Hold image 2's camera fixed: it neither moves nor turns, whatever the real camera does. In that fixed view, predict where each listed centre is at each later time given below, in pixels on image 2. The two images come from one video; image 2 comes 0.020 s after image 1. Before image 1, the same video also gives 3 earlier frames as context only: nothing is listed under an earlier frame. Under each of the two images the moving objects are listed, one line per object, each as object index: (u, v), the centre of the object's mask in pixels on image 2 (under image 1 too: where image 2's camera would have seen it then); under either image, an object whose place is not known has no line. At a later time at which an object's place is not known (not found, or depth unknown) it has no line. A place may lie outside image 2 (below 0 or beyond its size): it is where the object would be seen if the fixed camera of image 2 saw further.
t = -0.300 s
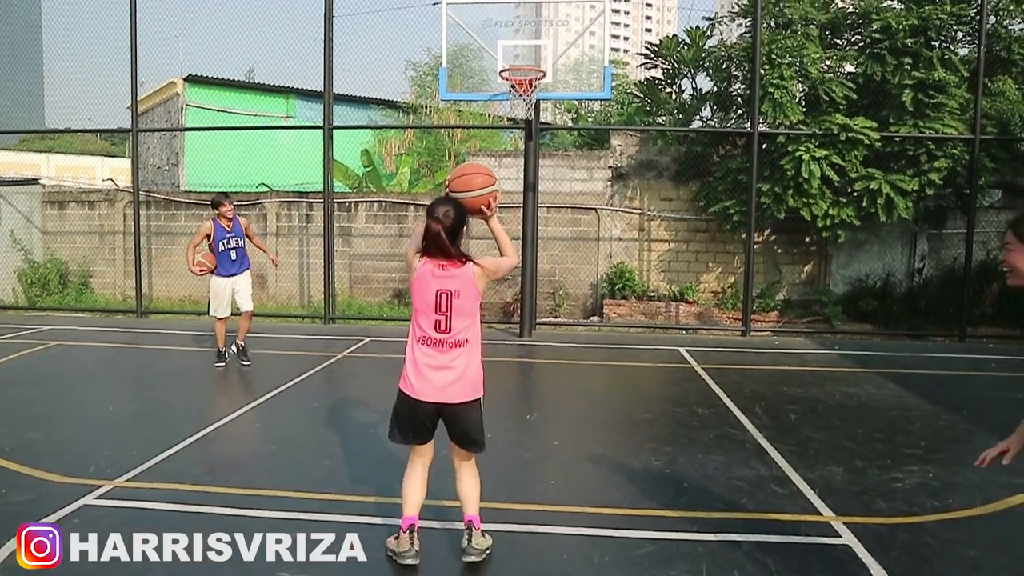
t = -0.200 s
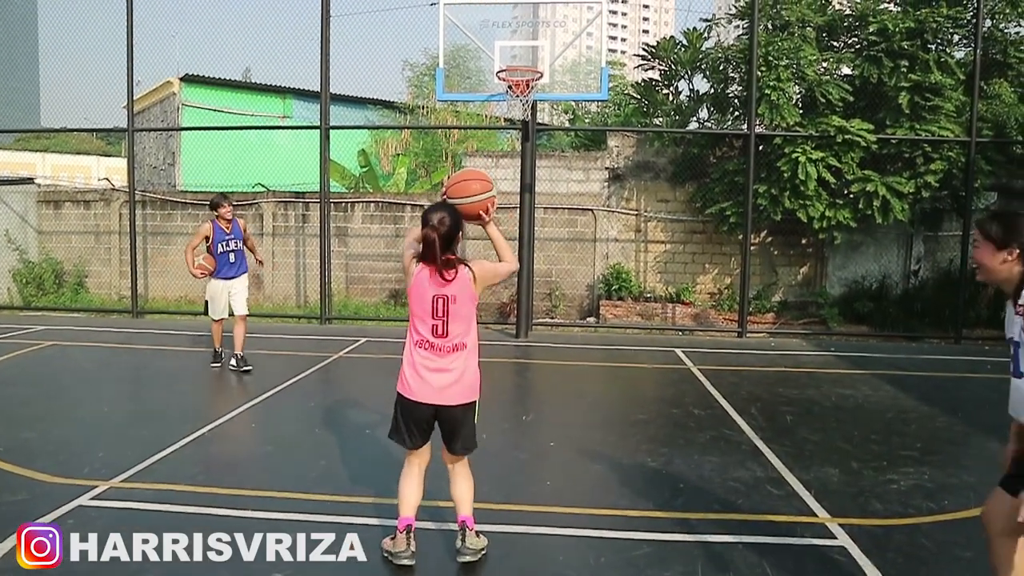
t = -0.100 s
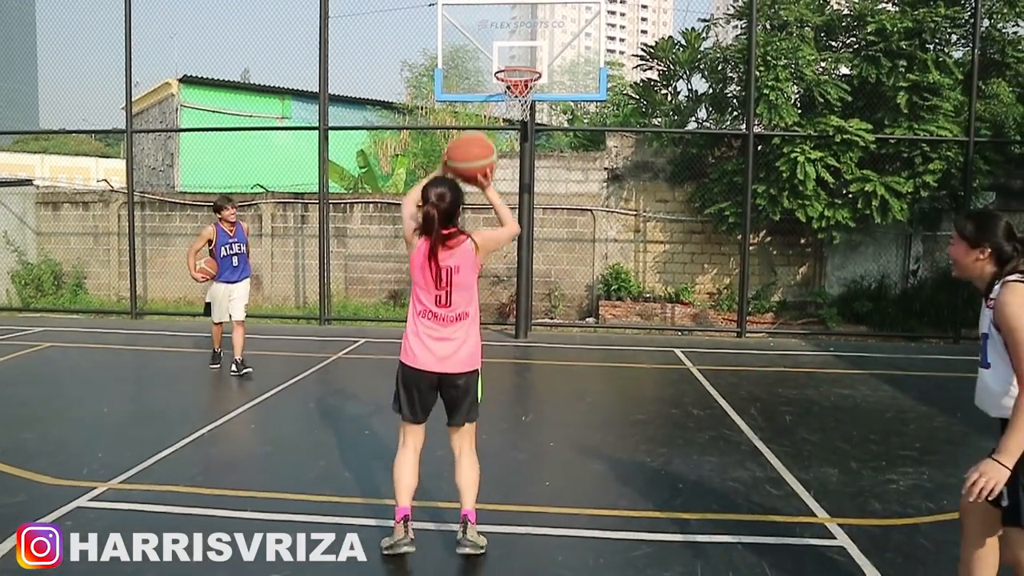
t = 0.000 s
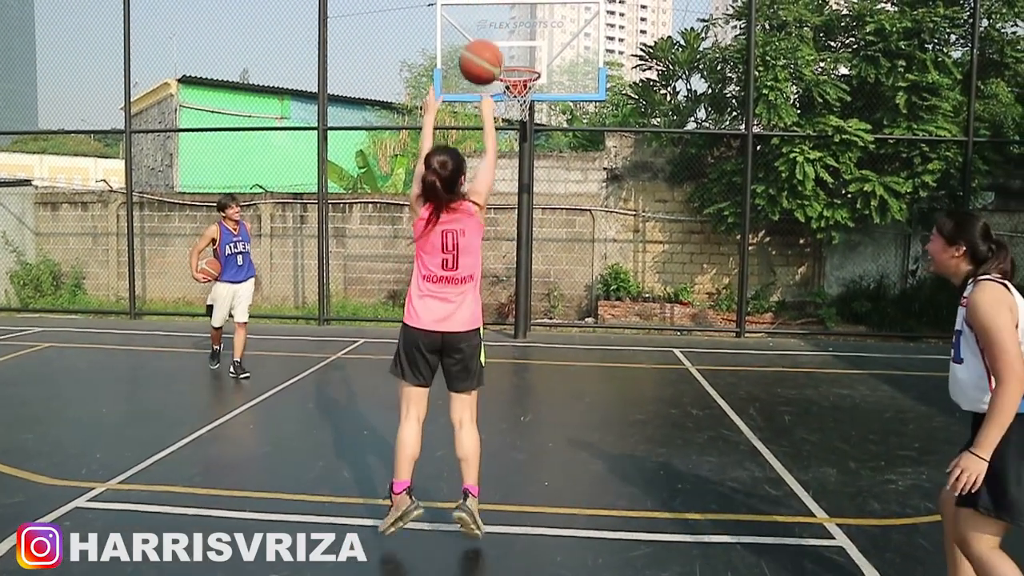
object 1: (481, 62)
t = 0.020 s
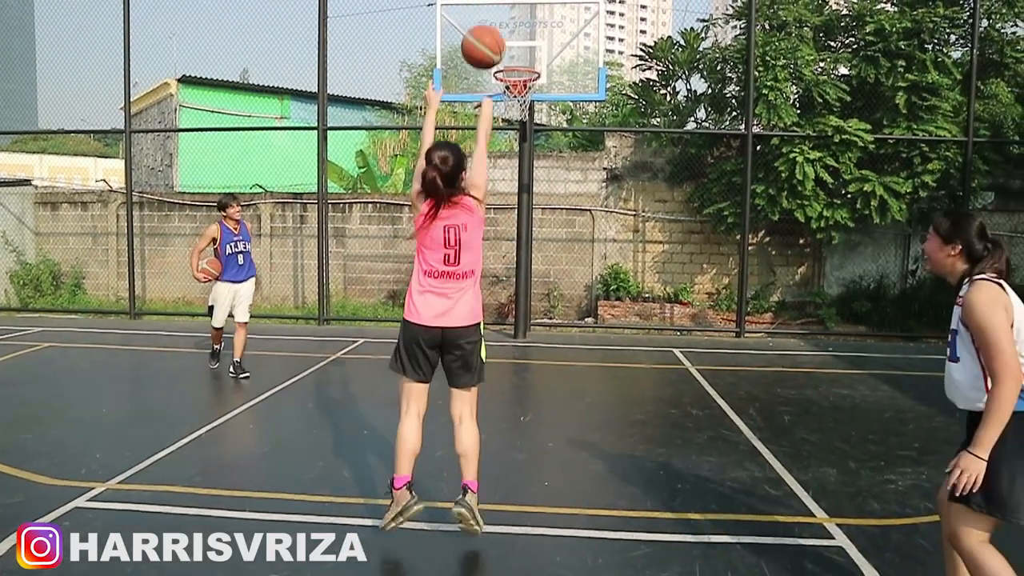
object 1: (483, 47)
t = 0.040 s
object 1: (485, 33)
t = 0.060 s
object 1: (487, 21)
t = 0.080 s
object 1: (488, 14)
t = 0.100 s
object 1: (490, 9)
